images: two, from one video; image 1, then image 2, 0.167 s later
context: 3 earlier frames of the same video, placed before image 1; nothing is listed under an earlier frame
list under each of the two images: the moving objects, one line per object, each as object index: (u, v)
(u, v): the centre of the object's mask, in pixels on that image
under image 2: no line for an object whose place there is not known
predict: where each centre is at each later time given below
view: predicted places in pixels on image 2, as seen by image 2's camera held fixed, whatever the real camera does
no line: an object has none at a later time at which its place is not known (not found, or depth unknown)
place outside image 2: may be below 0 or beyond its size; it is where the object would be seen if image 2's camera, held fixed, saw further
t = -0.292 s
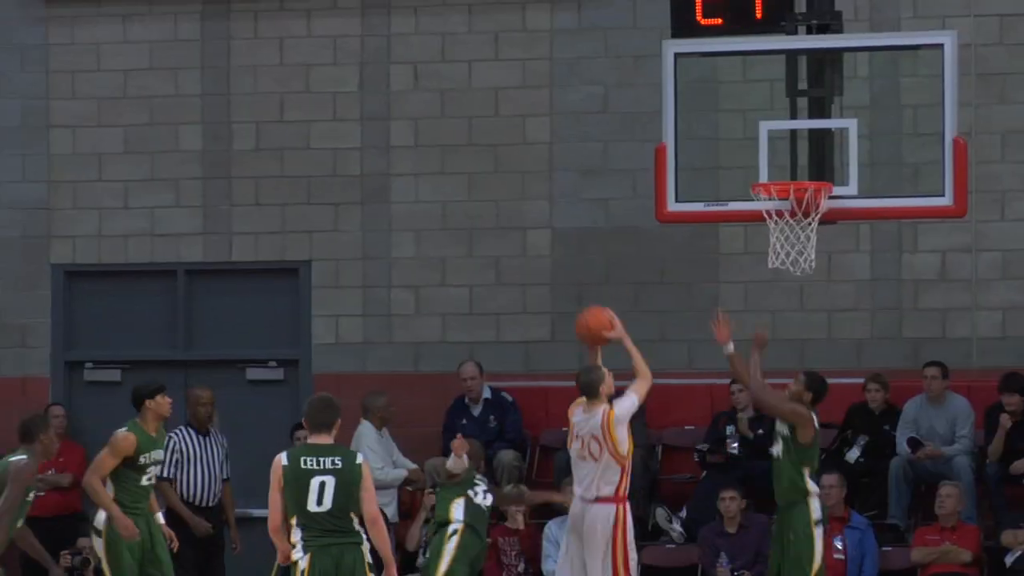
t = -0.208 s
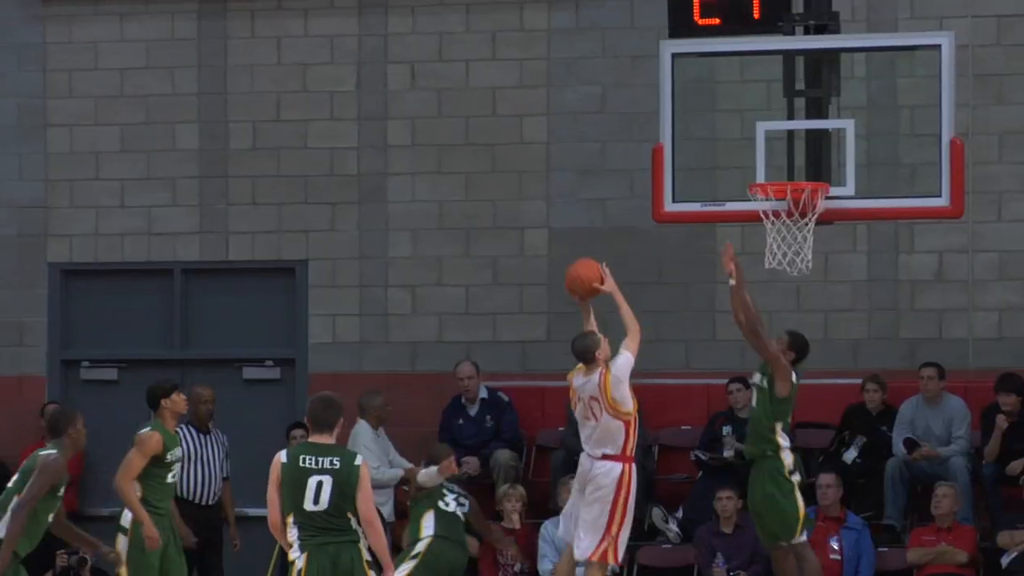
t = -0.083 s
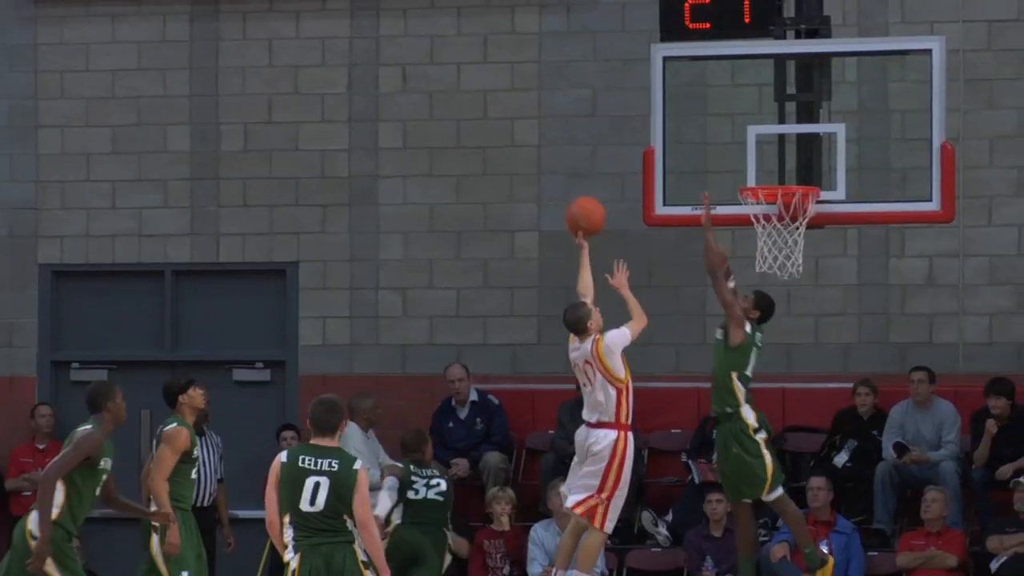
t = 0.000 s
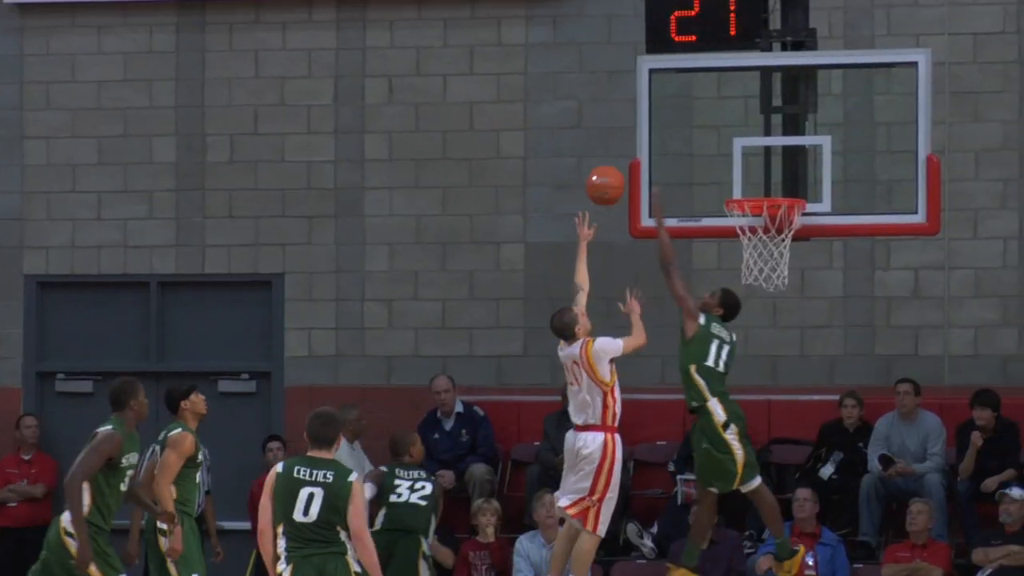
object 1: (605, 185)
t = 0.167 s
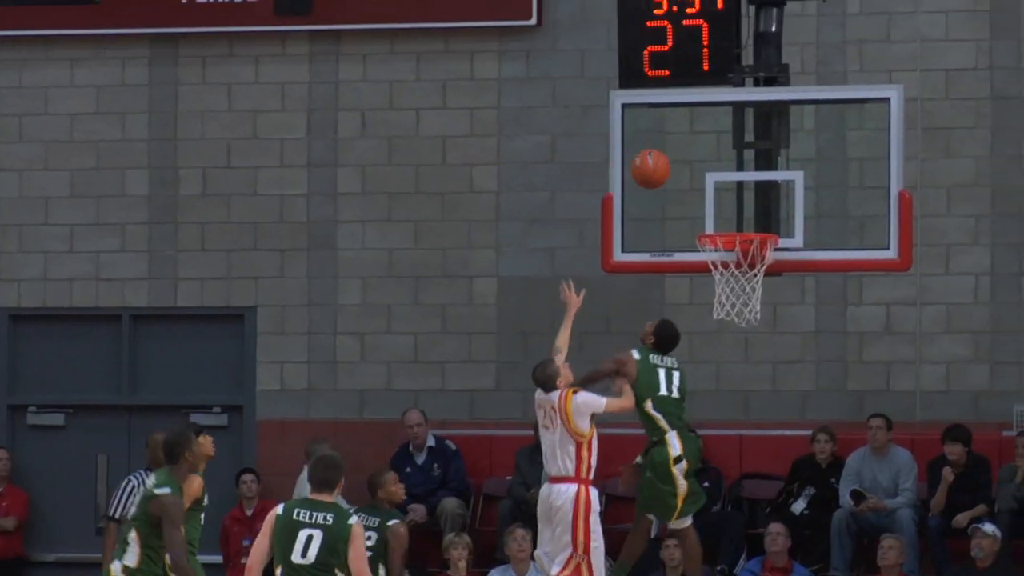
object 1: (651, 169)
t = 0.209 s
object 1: (670, 162)
